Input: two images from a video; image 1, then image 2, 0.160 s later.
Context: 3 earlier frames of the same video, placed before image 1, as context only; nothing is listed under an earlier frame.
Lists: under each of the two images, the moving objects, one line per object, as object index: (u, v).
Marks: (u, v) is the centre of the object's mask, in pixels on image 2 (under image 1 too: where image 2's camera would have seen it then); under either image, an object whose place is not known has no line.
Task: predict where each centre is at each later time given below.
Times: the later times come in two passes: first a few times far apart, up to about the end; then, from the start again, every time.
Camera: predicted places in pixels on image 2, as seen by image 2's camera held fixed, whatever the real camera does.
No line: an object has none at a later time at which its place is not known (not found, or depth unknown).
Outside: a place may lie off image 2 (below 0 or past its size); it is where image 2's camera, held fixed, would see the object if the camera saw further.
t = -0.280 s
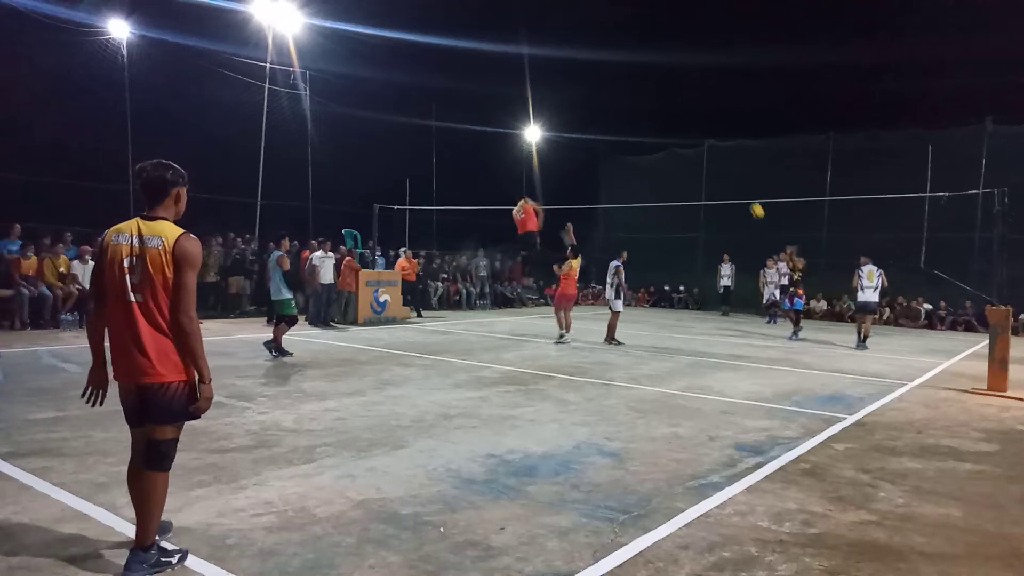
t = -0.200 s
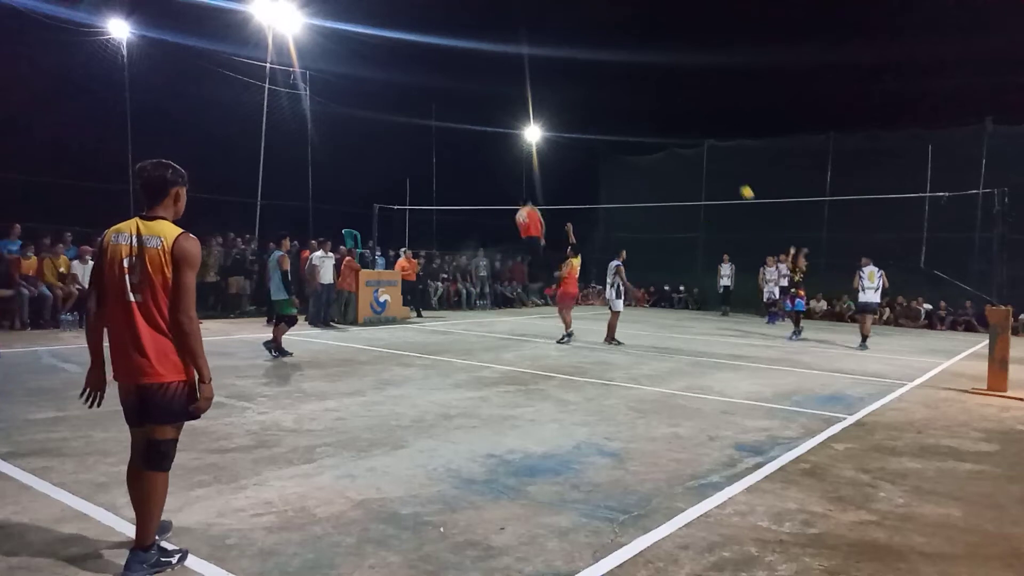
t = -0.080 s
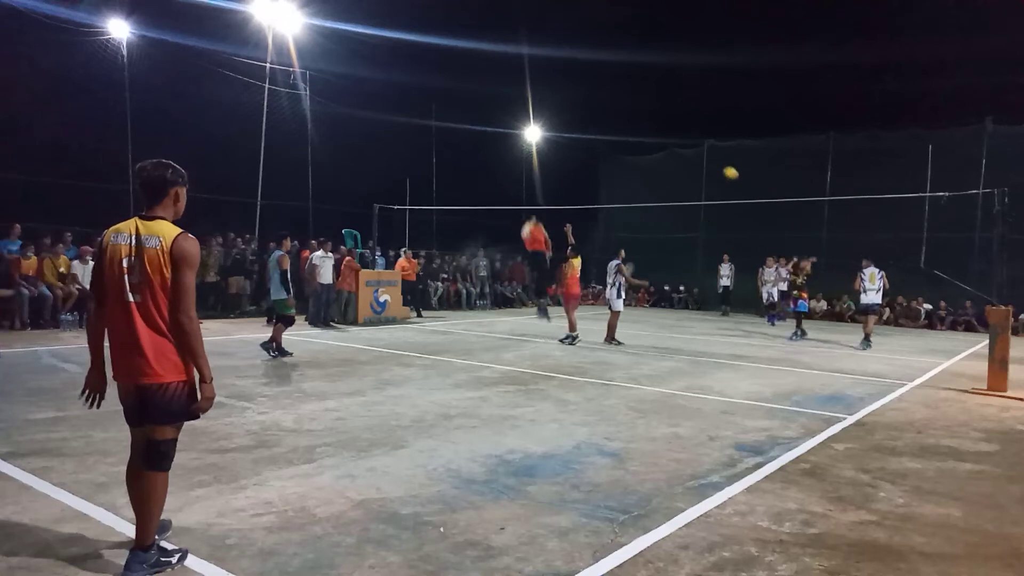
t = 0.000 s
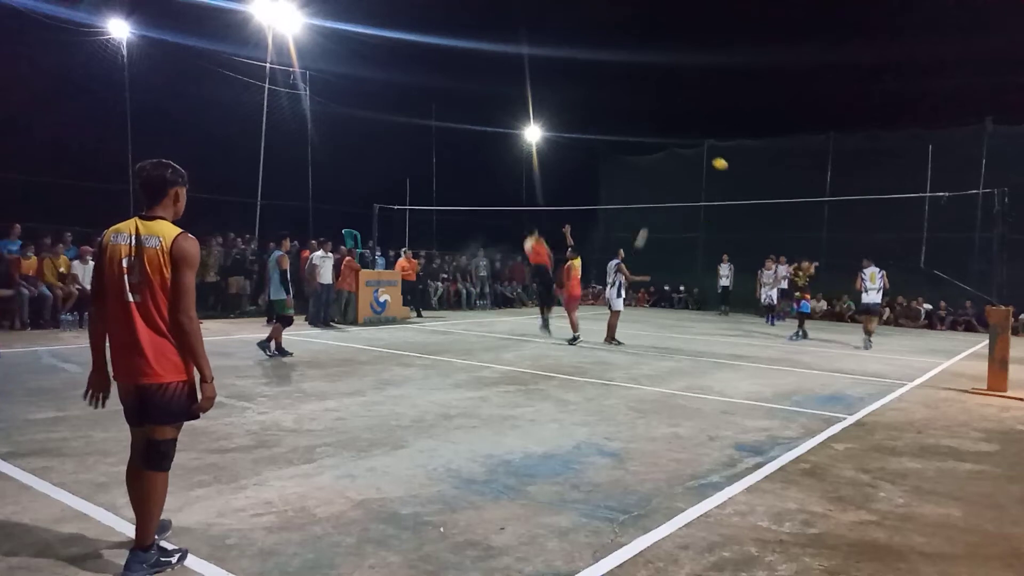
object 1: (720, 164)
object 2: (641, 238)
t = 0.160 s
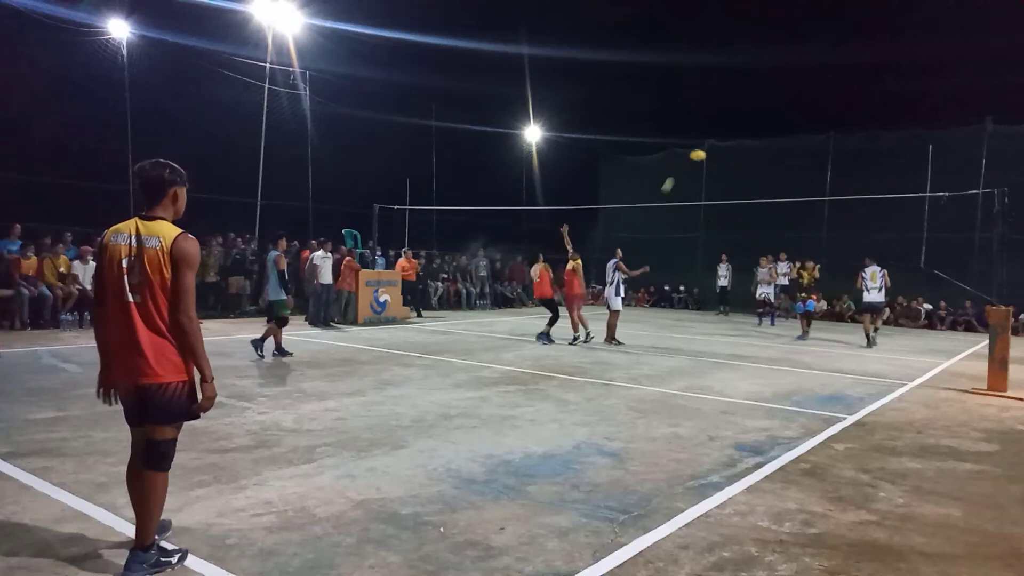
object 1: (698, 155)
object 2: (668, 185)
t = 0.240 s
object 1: (686, 156)
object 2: (679, 167)
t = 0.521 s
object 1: (645, 185)
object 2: (711, 136)
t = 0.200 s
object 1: (692, 155)
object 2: (673, 175)
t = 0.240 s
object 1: (686, 156)
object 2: (679, 167)
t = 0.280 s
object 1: (681, 158)
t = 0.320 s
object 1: (675, 160)
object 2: (690, 153)
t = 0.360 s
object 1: (669, 163)
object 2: (695, 147)
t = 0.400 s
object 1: (663, 168)
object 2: (699, 144)
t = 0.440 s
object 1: (657, 173)
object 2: (703, 140)
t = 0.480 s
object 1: (651, 179)
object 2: (708, 137)
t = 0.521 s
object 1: (645, 185)
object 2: (711, 136)
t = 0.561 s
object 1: (640, 193)
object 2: (716, 134)
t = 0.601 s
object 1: (633, 202)
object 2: (718, 135)
